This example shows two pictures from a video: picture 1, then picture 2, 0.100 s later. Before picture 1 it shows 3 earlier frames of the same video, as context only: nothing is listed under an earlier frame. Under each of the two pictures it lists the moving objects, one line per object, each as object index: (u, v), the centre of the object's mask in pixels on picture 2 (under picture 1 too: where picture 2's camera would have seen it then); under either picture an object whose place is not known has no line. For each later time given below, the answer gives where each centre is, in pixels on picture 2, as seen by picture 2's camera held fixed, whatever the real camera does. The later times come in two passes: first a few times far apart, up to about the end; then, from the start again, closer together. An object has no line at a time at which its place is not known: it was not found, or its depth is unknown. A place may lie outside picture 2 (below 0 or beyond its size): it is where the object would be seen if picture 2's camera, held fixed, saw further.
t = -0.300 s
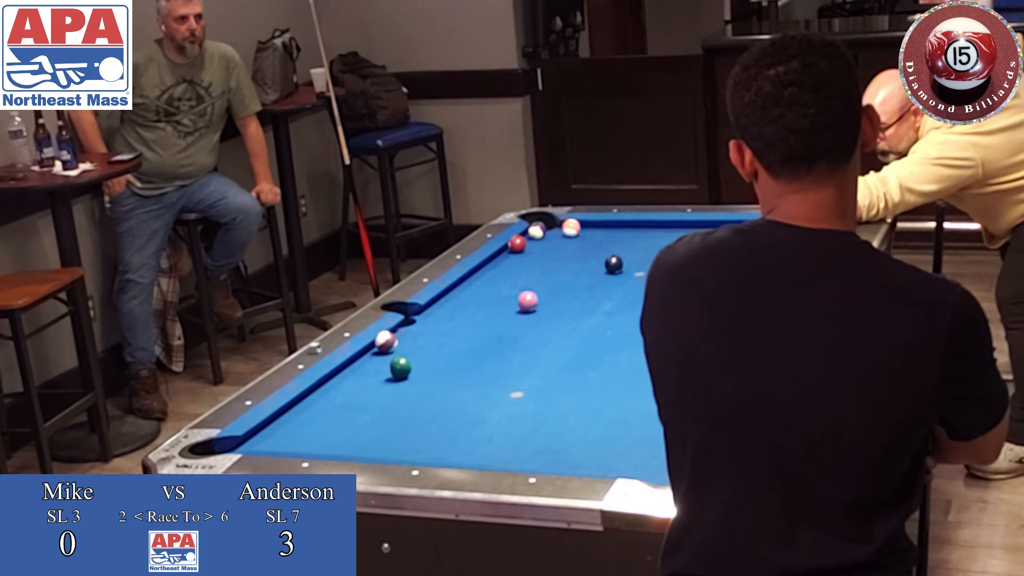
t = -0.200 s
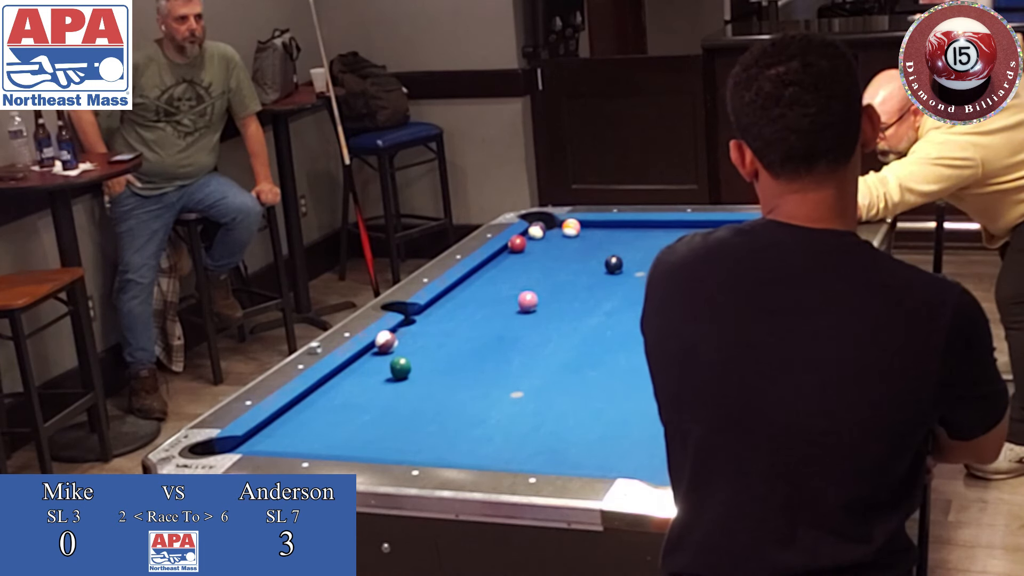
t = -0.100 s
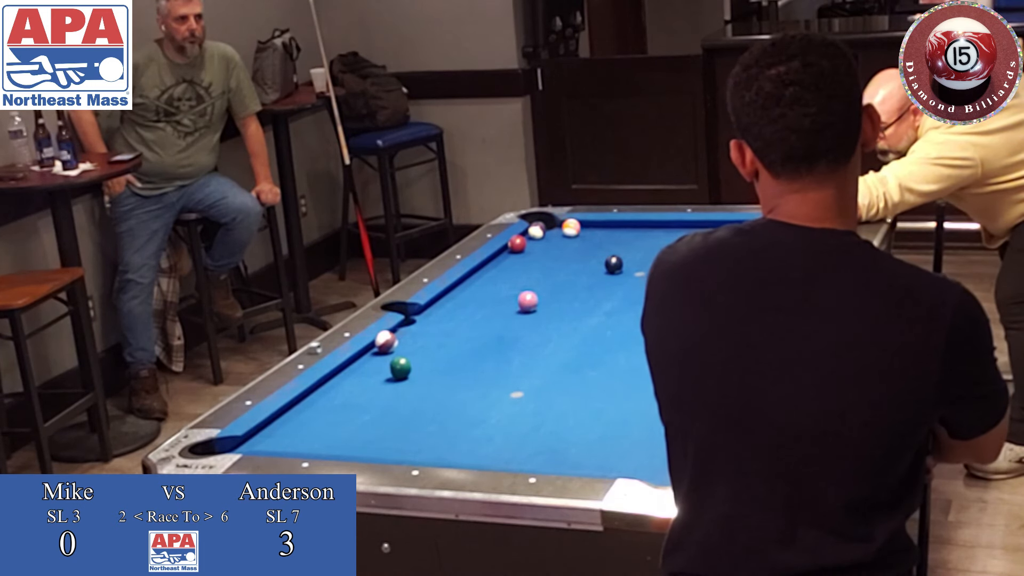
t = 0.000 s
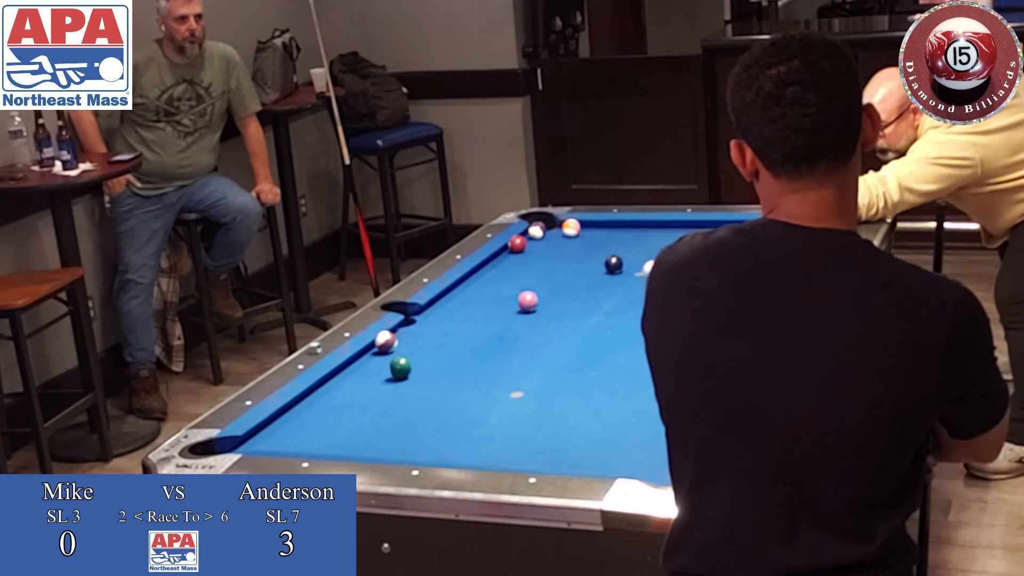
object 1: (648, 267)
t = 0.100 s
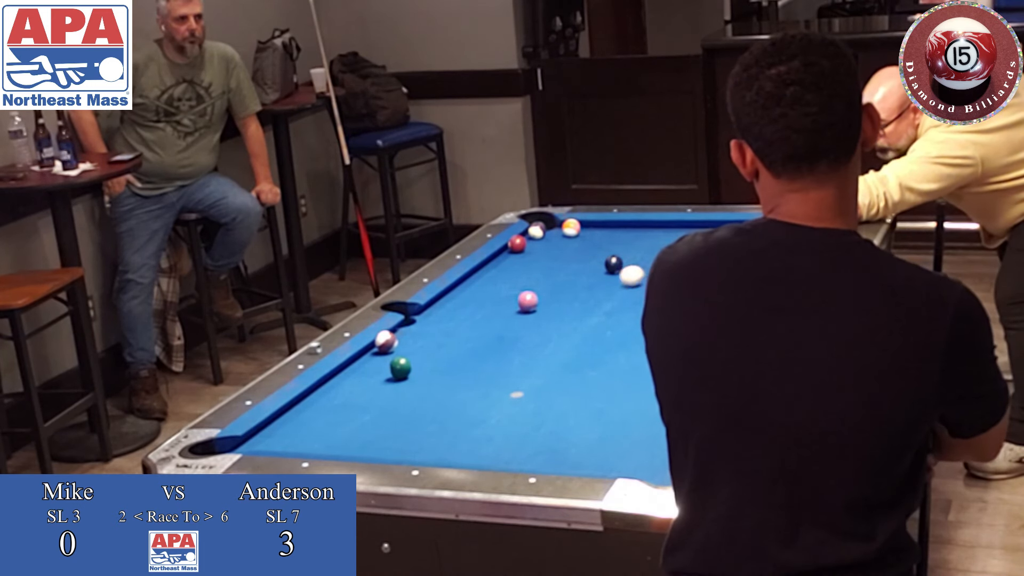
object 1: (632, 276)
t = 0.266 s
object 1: (595, 286)
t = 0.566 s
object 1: (545, 304)
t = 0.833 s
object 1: (532, 317)
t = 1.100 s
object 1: (520, 329)
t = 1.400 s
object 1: (507, 343)
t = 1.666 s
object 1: (496, 355)
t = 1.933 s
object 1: (485, 366)
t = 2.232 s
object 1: (473, 378)
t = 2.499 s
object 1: (464, 389)
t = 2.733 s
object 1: (456, 397)
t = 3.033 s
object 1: (447, 407)
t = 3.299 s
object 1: (441, 416)
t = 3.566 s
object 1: (435, 423)
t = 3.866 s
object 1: (429, 429)
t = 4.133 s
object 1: (424, 434)
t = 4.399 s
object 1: (420, 438)
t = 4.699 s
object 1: (417, 441)
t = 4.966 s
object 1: (417, 441)
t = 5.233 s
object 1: (417, 441)
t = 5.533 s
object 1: (417, 441)
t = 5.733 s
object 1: (412, 441)
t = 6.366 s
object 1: (418, 442)
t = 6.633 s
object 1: (417, 442)
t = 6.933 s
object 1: (417, 442)
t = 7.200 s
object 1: (417, 441)
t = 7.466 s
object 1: (417, 442)
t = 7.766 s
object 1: (417, 442)
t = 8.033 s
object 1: (417, 442)
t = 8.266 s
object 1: (417, 442)
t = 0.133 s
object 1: (624, 278)
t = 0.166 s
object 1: (617, 280)
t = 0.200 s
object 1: (610, 282)
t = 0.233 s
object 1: (602, 284)
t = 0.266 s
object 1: (595, 286)
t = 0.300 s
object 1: (587, 288)
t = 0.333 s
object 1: (580, 290)
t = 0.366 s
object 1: (573, 293)
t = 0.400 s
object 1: (565, 295)
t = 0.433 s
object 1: (558, 297)
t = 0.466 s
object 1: (550, 299)
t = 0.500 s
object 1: (548, 301)
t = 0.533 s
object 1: (546, 302)
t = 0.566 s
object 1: (545, 304)
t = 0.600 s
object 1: (543, 306)
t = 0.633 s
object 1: (542, 307)
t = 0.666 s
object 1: (540, 309)
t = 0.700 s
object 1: (538, 310)
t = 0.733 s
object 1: (537, 312)
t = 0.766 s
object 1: (535, 314)
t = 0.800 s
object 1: (534, 315)
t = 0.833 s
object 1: (532, 317)
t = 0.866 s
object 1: (531, 318)
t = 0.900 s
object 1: (529, 320)
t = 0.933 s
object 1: (528, 321)
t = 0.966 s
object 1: (526, 323)
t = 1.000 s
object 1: (525, 325)
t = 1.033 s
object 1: (523, 326)
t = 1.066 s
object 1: (522, 328)
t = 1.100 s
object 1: (520, 329)
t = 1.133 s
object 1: (519, 331)
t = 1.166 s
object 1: (517, 332)
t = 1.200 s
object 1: (516, 334)
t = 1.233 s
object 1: (514, 335)
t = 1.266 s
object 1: (513, 337)
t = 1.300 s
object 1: (511, 338)
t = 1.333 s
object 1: (510, 340)
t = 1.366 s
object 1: (508, 341)
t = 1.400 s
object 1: (507, 343)
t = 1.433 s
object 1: (506, 345)
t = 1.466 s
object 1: (504, 346)
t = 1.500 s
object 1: (503, 348)
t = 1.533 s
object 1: (502, 349)
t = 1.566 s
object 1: (500, 351)
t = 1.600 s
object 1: (499, 352)
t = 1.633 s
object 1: (497, 353)
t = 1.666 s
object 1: (496, 355)
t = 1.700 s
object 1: (495, 356)
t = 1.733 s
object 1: (493, 358)
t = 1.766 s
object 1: (492, 359)
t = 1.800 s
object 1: (490, 361)
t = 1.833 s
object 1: (489, 362)
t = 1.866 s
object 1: (488, 363)
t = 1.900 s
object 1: (487, 365)
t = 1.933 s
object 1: (485, 366)
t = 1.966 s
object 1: (484, 368)
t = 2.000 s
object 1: (482, 369)
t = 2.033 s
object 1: (481, 370)
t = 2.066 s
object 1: (480, 372)
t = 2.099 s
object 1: (478, 373)
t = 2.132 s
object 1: (477, 375)
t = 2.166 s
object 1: (476, 376)
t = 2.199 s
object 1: (474, 377)
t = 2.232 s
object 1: (473, 378)
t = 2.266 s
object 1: (472, 380)
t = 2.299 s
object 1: (471, 381)
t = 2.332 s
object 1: (470, 383)
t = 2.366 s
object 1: (468, 384)
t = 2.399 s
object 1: (467, 385)
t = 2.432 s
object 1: (466, 387)
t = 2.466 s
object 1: (465, 388)
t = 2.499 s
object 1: (464, 389)
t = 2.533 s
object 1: (462, 390)
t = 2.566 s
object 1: (461, 391)
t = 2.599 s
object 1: (460, 393)
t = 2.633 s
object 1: (459, 394)
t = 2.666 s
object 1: (458, 395)
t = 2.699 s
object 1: (457, 396)
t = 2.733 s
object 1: (456, 397)
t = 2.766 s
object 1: (455, 399)
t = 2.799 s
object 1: (454, 400)
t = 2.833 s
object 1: (453, 401)
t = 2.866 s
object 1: (452, 402)
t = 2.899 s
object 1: (451, 403)
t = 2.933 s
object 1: (450, 404)
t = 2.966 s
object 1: (449, 405)
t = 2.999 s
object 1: (448, 406)
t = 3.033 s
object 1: (447, 407)
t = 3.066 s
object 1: (447, 408)
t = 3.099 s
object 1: (446, 410)
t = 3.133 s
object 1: (445, 411)
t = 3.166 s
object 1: (444, 412)
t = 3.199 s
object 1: (443, 413)
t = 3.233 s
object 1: (443, 413)
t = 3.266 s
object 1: (442, 415)
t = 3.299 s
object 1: (441, 416)
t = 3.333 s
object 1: (440, 416)
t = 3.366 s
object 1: (439, 417)
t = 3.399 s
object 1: (439, 418)
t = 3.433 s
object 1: (438, 419)
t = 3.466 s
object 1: (437, 420)
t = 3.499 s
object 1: (436, 421)
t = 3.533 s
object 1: (436, 422)
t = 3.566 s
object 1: (435, 423)
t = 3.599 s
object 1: (434, 423)
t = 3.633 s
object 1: (434, 424)
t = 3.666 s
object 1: (433, 425)
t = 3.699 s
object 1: (432, 426)
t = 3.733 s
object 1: (431, 427)
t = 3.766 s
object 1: (431, 427)
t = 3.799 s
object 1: (430, 428)
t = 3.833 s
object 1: (429, 429)
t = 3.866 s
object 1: (429, 429)
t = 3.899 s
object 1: (428, 430)
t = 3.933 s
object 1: (427, 431)
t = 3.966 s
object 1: (427, 431)
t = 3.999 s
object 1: (426, 432)
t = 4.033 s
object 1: (426, 432)
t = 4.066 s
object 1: (425, 433)
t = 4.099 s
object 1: (424, 434)
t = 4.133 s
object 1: (424, 434)
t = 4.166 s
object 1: (423, 435)
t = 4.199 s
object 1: (423, 435)
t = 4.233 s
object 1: (422, 436)
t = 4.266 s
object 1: (422, 436)
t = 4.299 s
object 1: (421, 437)
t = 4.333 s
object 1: (421, 437)
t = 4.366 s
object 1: (420, 437)
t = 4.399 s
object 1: (420, 438)
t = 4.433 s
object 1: (420, 438)
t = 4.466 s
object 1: (419, 439)
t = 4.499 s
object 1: (419, 439)
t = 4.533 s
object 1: (419, 439)
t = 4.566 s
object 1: (418, 440)
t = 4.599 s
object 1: (418, 440)
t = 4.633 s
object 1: (418, 440)
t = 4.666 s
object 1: (418, 440)
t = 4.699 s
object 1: (417, 441)
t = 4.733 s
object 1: (417, 441)
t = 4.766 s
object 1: (417, 441)
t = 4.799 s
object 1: (417, 441)
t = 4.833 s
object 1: (417, 441)
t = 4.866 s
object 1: (417, 441)
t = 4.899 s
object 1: (417, 441)
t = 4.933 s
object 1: (417, 441)
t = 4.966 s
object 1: (417, 441)
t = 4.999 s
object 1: (417, 442)
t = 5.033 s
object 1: (417, 442)
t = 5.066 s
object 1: (417, 442)
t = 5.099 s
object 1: (417, 442)
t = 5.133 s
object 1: (417, 441)
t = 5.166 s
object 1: (417, 441)
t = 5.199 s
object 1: (417, 441)
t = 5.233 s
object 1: (417, 441)
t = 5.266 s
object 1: (417, 441)
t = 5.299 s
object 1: (417, 441)
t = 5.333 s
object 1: (417, 441)
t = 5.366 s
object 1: (417, 441)
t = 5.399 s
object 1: (417, 441)
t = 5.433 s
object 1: (417, 441)
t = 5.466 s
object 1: (417, 441)
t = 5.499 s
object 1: (417, 441)
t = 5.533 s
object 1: (417, 441)
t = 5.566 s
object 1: (417, 441)
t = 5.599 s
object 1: (417, 441)
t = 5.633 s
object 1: (417, 441)
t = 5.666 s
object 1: (417, 442)
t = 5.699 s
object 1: (417, 441)
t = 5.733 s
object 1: (412, 441)
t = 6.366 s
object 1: (418, 442)
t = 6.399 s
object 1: (417, 441)
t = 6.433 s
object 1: (417, 441)
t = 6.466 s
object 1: (417, 441)
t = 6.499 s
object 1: (417, 442)
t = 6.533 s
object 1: (417, 442)
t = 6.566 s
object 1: (417, 442)
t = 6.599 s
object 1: (417, 442)
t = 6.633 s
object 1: (417, 442)
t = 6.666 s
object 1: (417, 442)
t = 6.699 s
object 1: (417, 442)
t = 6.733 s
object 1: (417, 442)
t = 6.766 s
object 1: (417, 442)
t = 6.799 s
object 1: (417, 442)
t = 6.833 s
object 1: (417, 442)
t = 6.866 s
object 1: (417, 442)
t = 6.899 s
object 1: (417, 442)
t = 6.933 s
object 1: (417, 442)
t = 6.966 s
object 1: (417, 442)
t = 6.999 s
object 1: (417, 442)
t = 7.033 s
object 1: (417, 442)
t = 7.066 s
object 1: (417, 442)
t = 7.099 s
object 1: (417, 442)
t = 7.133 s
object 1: (417, 442)
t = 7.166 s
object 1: (417, 442)
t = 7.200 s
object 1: (417, 441)
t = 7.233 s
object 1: (417, 442)
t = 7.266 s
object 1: (417, 441)
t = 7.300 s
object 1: (417, 442)
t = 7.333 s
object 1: (417, 441)
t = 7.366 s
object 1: (417, 441)
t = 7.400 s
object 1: (417, 441)
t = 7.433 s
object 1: (417, 442)
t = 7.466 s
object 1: (417, 442)
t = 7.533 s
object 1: (417, 442)
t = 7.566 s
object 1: (417, 442)
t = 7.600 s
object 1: (417, 442)
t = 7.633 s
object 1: (417, 442)
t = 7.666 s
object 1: (417, 442)
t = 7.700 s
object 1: (417, 442)
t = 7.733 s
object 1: (417, 442)
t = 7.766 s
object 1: (417, 442)
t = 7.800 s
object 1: (417, 442)
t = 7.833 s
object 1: (417, 442)
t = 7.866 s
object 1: (417, 442)
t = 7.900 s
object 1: (417, 442)
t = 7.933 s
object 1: (417, 442)
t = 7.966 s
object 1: (417, 442)
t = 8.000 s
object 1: (417, 442)
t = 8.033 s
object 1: (417, 442)
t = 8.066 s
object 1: (417, 442)
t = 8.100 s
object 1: (417, 442)
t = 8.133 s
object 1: (417, 442)
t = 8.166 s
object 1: (417, 441)
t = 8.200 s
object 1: (417, 442)
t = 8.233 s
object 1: (417, 442)
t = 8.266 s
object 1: (417, 442)
